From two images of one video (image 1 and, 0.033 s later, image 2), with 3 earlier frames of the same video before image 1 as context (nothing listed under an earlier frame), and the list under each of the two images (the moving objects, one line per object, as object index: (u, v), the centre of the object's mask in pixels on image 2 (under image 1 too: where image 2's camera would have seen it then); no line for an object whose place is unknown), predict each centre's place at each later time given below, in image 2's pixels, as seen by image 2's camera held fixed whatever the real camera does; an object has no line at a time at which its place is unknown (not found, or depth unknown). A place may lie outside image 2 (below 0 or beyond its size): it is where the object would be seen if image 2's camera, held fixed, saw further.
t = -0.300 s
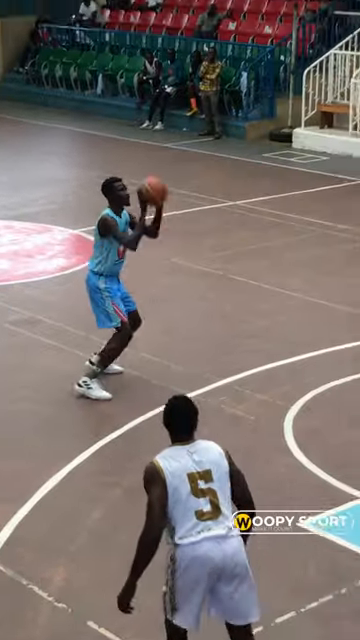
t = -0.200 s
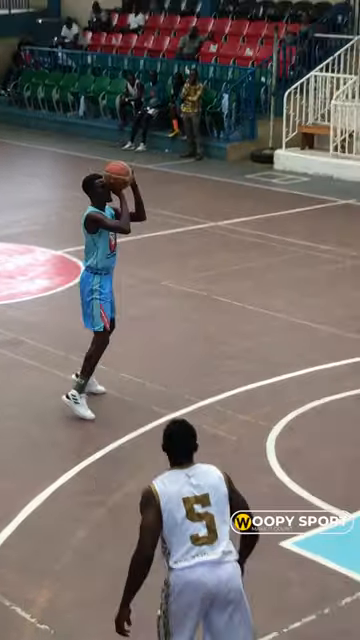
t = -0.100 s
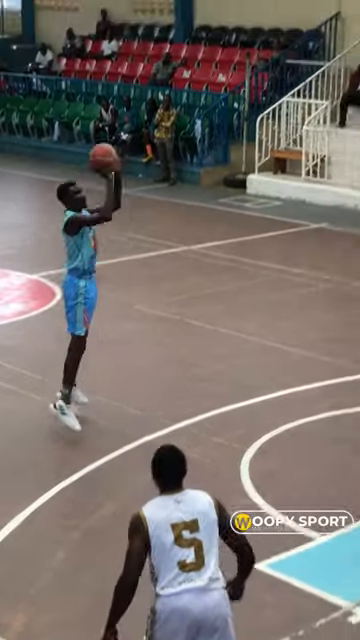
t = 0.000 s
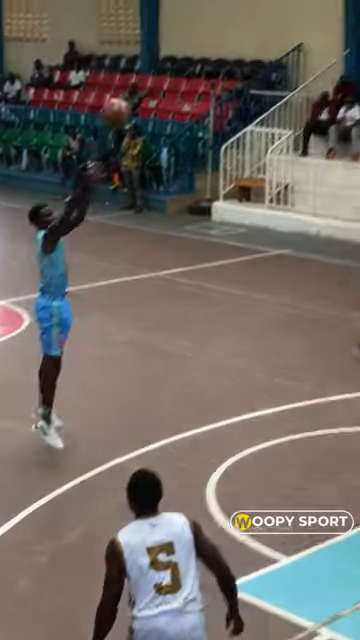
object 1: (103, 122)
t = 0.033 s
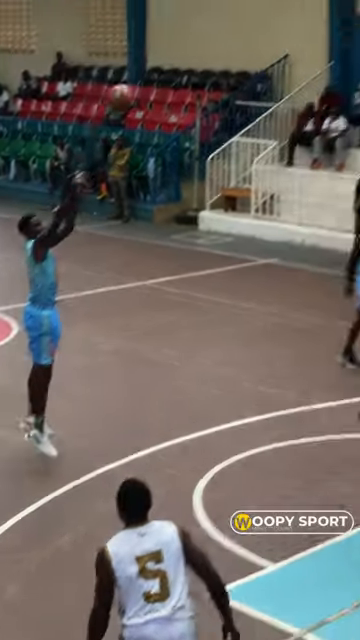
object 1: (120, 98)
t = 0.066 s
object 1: (140, 73)
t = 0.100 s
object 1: (160, 51)
